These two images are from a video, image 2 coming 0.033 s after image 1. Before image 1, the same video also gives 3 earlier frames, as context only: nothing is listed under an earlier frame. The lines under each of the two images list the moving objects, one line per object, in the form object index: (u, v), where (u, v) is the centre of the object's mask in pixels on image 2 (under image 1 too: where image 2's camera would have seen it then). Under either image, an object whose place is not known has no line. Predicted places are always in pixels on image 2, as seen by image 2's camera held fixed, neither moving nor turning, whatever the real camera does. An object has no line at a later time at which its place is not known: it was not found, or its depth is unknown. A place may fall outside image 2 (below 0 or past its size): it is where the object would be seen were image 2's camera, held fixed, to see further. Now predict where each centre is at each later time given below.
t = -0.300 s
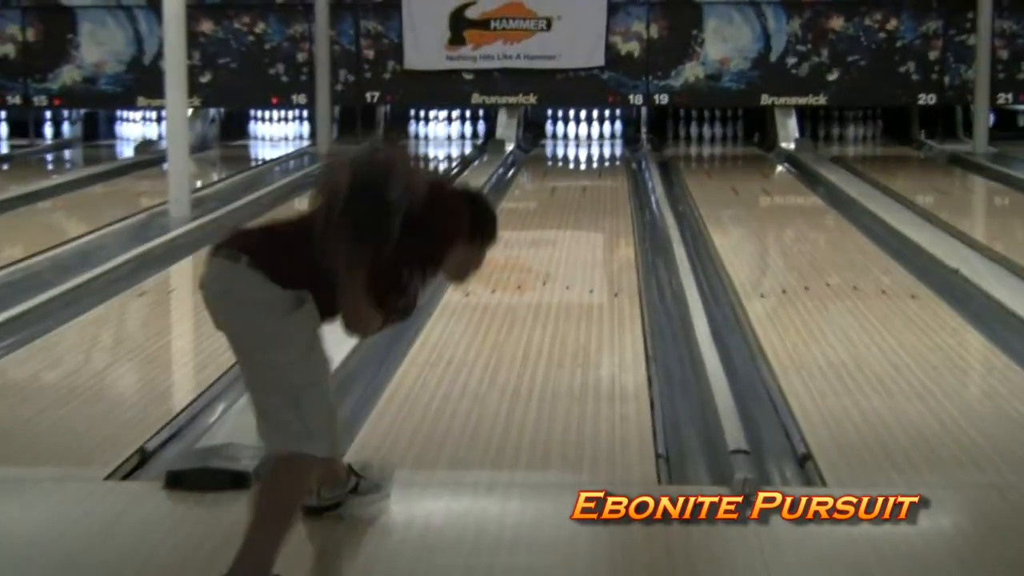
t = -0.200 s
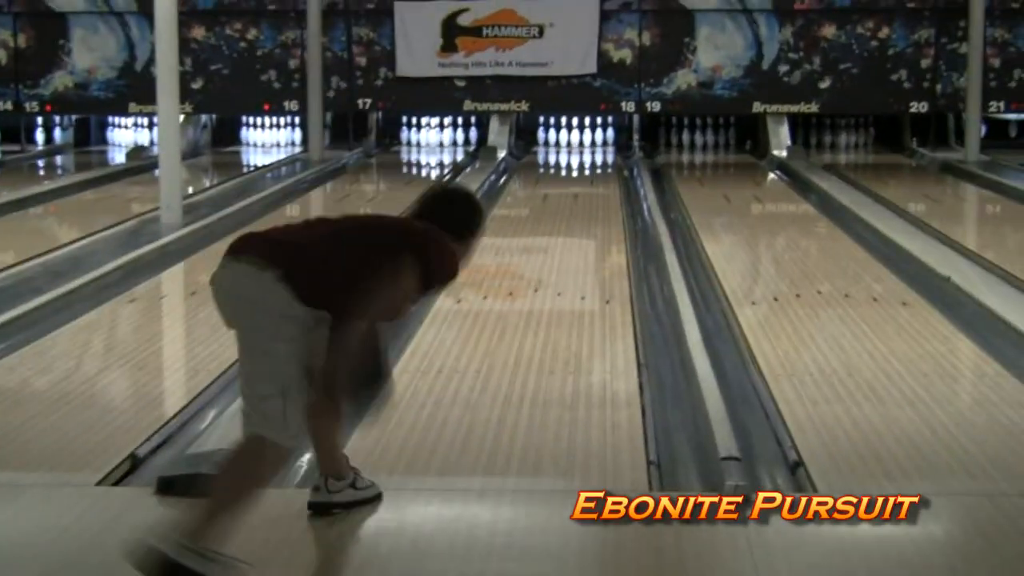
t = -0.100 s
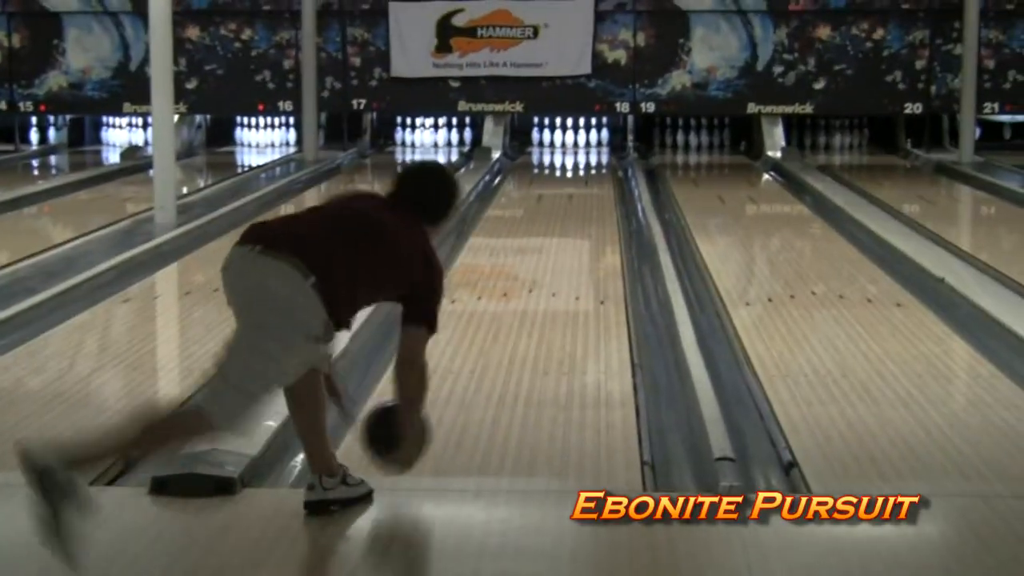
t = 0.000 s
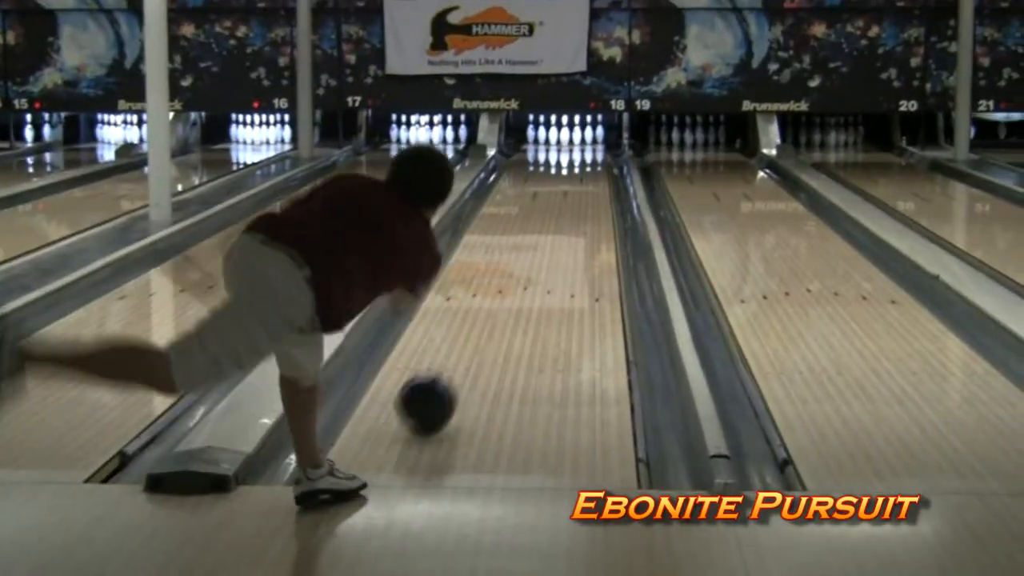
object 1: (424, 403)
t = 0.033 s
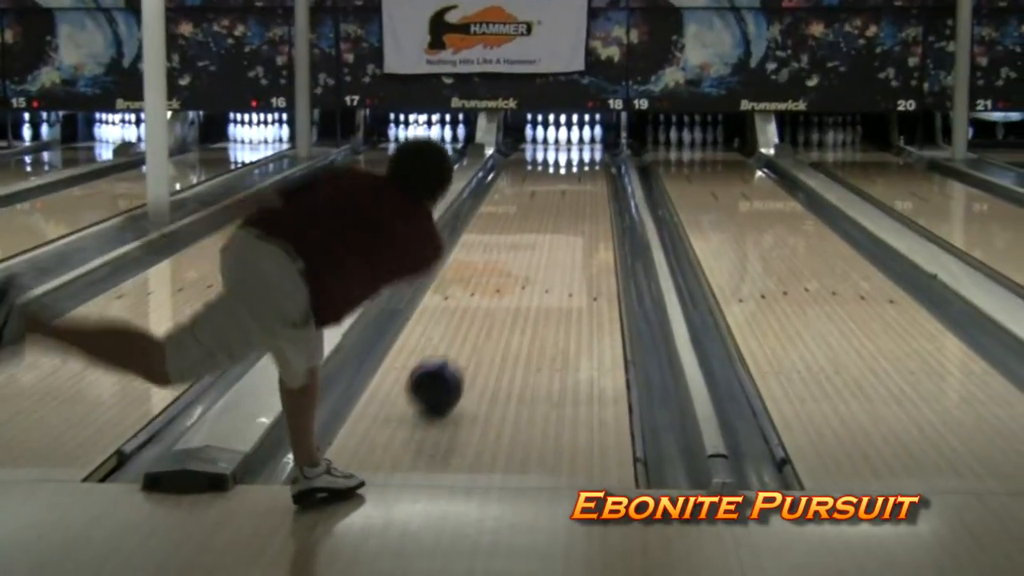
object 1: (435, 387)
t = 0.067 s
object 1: (445, 374)
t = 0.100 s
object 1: (454, 361)
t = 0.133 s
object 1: (462, 350)
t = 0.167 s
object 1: (469, 340)
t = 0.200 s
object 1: (476, 330)
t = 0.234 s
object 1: (482, 321)
